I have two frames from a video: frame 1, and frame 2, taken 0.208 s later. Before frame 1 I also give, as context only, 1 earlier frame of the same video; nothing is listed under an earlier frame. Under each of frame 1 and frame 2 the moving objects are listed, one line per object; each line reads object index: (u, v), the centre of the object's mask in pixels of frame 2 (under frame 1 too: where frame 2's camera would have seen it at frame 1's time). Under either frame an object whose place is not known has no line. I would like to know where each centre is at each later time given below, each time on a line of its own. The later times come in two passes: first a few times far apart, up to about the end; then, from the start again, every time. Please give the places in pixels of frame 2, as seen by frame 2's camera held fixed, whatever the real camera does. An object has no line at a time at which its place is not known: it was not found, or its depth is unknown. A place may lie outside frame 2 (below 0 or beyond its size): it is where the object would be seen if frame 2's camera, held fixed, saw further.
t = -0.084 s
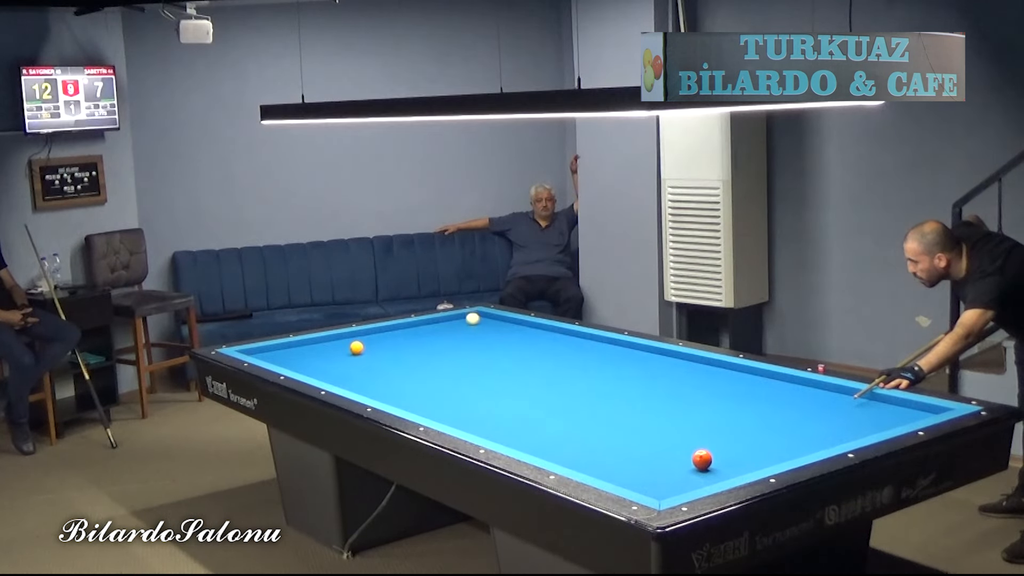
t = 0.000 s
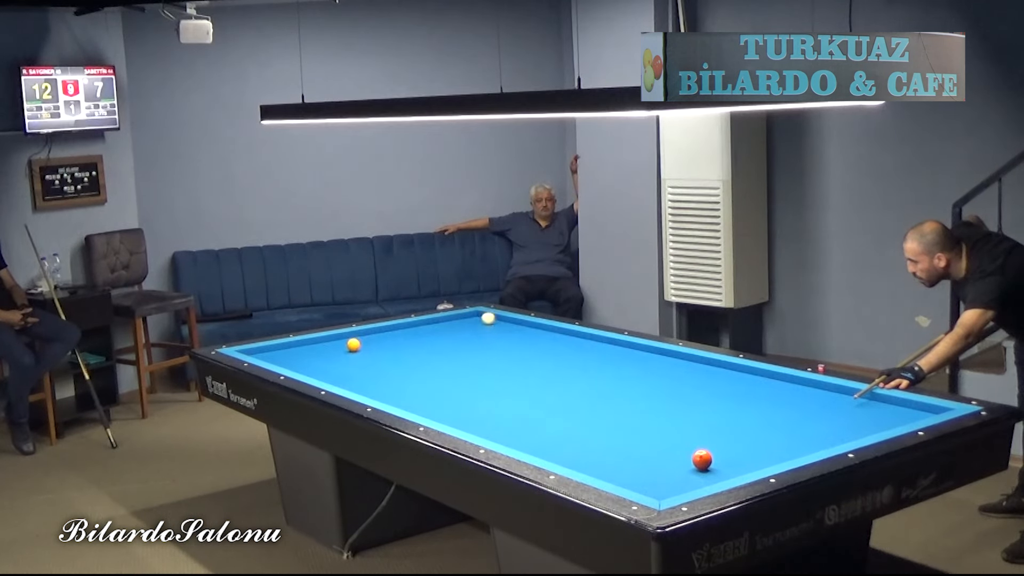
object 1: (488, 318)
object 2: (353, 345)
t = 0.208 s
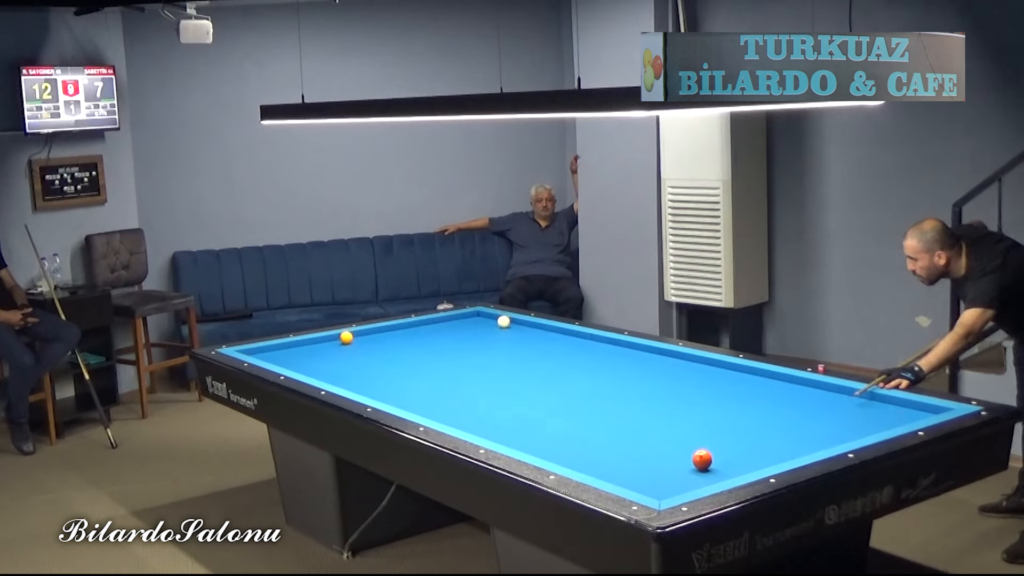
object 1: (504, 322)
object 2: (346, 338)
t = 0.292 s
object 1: (504, 325)
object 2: (344, 335)
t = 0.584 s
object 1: (507, 333)
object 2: (382, 335)
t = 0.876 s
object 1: (511, 343)
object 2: (420, 335)
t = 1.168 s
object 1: (513, 352)
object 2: (455, 336)
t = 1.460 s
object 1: (517, 363)
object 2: (492, 336)
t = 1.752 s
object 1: (521, 375)
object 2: (530, 336)
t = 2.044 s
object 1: (525, 387)
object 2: (564, 336)
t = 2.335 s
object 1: (529, 400)
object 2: (594, 337)
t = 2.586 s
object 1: (533, 412)
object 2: (598, 342)
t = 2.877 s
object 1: (537, 427)
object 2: (603, 347)
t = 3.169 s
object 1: (543, 443)
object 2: (608, 353)
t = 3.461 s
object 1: (551, 456)
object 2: (613, 358)
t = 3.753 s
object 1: (589, 464)
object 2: (619, 363)
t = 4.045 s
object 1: (626, 470)
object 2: (624, 369)
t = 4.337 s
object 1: (665, 475)
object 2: (629, 374)
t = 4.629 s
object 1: (705, 478)
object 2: (634, 380)
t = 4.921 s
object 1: (711, 475)
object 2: (639, 385)
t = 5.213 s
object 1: (704, 470)
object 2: (644, 391)
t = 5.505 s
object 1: (698, 466)
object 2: (649, 396)
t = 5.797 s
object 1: (692, 464)
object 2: (654, 402)
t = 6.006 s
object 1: (688, 463)
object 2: (657, 406)
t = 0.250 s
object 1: (504, 324)
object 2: (344, 335)
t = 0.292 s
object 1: (504, 325)
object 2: (344, 335)
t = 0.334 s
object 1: (505, 326)
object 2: (350, 334)
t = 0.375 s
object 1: (505, 327)
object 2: (356, 335)
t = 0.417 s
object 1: (506, 328)
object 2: (361, 335)
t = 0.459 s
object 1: (506, 329)
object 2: (366, 335)
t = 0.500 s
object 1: (507, 331)
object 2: (371, 335)
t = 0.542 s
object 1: (507, 332)
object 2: (377, 335)
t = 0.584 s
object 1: (507, 333)
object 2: (382, 335)
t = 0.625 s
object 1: (508, 334)
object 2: (387, 335)
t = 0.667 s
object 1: (508, 336)
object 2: (392, 335)
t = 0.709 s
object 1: (509, 337)
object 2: (399, 335)
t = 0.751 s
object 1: (509, 339)
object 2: (405, 335)
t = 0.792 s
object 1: (510, 340)
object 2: (409, 335)
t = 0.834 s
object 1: (510, 341)
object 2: (415, 335)
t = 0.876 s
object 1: (511, 343)
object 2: (420, 335)
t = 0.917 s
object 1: (511, 344)
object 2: (425, 335)
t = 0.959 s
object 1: (511, 345)
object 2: (430, 336)
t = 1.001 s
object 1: (512, 347)
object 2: (435, 336)
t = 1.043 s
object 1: (512, 348)
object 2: (440, 335)
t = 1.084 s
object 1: (513, 349)
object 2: (445, 335)
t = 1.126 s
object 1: (513, 351)
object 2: (450, 335)
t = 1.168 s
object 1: (513, 352)
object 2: (455, 336)
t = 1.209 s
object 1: (514, 354)
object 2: (462, 336)
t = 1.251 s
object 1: (515, 356)
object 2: (467, 336)
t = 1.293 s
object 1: (515, 357)
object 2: (472, 336)
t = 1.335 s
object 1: (516, 359)
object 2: (477, 336)
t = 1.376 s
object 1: (516, 360)
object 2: (482, 336)
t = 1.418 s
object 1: (517, 362)
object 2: (487, 336)
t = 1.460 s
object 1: (517, 363)
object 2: (492, 336)
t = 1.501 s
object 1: (518, 365)
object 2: (497, 336)
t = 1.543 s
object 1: (518, 366)
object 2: (502, 336)
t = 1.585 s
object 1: (519, 368)
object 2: (507, 336)
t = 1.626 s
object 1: (519, 369)
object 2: (512, 336)
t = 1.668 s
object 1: (520, 371)
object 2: (517, 336)
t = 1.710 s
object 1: (520, 373)
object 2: (525, 336)
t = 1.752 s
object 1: (521, 375)
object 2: (530, 336)
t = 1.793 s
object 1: (521, 377)
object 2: (535, 336)
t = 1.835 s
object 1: (522, 378)
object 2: (540, 336)
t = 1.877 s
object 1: (522, 380)
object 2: (544, 336)
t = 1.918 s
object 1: (523, 381)
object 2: (549, 336)
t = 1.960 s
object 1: (524, 383)
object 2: (554, 336)
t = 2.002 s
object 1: (524, 385)
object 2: (559, 336)
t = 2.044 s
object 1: (525, 387)
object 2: (564, 336)
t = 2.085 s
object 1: (525, 388)
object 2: (569, 336)
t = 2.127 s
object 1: (526, 390)
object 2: (574, 336)
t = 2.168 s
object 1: (526, 392)
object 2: (579, 336)
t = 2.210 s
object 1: (527, 395)
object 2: (586, 336)
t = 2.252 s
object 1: (528, 396)
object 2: (591, 336)
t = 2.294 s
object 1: (528, 398)
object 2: (593, 337)
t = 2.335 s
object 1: (529, 400)
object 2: (594, 337)
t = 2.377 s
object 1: (529, 402)
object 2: (594, 338)
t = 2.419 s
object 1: (530, 404)
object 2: (595, 339)
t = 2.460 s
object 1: (531, 406)
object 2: (596, 339)
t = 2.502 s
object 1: (531, 408)
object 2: (597, 340)
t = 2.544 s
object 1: (532, 409)
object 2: (597, 341)
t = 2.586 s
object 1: (533, 412)
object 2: (598, 342)
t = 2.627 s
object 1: (533, 413)
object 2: (599, 343)
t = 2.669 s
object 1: (534, 417)
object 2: (600, 344)
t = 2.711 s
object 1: (535, 419)
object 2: (600, 344)
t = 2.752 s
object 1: (535, 421)
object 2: (601, 345)
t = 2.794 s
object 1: (536, 423)
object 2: (602, 346)
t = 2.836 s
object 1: (537, 425)
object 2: (602, 346)
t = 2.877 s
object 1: (537, 427)
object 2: (603, 347)
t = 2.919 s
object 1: (538, 429)
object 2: (604, 348)
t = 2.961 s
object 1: (539, 431)
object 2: (604, 349)
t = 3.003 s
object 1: (539, 433)
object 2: (605, 349)
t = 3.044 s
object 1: (540, 436)
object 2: (606, 350)
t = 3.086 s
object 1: (541, 438)
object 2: (607, 351)
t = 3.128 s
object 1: (542, 440)
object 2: (607, 351)
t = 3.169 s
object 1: (543, 443)
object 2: (608, 353)
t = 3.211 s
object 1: (544, 446)
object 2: (609, 353)
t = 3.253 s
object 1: (545, 448)
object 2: (610, 354)
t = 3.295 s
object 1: (546, 450)
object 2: (610, 355)
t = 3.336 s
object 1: (547, 451)
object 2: (611, 355)
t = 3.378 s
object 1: (548, 453)
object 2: (612, 356)
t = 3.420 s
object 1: (549, 455)
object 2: (613, 357)
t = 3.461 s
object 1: (551, 456)
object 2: (613, 358)
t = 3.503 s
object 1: (556, 457)
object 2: (614, 359)
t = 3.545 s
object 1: (561, 459)
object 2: (615, 359)
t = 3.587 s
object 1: (566, 459)
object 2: (616, 360)
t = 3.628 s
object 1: (572, 461)
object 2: (616, 361)
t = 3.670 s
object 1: (579, 463)
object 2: (617, 362)
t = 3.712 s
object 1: (584, 463)
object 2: (618, 363)
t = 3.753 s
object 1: (589, 464)
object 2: (619, 363)
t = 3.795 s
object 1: (595, 465)
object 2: (619, 364)
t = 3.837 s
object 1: (600, 466)
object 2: (620, 365)
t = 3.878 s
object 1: (605, 467)
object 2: (621, 365)
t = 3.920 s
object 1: (610, 468)
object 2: (621, 366)
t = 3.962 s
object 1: (615, 468)
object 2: (622, 367)
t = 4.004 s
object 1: (620, 469)
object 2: (623, 368)
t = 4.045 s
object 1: (626, 470)
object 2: (624, 369)
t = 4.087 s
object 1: (631, 471)
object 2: (624, 369)
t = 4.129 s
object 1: (639, 471)
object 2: (625, 370)
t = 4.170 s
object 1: (645, 472)
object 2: (626, 371)
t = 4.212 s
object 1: (650, 473)
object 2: (627, 372)
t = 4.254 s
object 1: (655, 474)
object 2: (627, 373)
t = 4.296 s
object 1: (660, 474)
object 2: (628, 373)
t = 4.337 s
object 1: (665, 475)
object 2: (629, 374)
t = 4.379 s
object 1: (671, 475)
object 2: (630, 375)
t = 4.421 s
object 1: (676, 476)
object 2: (631, 376)
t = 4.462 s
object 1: (681, 477)
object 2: (631, 376)
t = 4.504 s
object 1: (687, 477)
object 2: (632, 377)
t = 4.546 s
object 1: (692, 478)
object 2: (632, 378)
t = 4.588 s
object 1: (697, 478)
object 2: (633, 379)
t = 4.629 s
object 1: (705, 478)
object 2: (634, 380)
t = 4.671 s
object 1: (710, 478)
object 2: (635, 381)
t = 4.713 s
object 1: (715, 477)
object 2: (636, 381)
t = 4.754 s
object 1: (715, 477)
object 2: (636, 382)
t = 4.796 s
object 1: (714, 477)
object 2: (637, 383)
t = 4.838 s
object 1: (713, 476)
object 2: (638, 384)
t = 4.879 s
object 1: (712, 476)
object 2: (638, 384)
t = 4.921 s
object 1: (711, 475)
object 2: (639, 385)
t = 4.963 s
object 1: (710, 475)
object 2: (640, 386)
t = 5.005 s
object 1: (709, 475)
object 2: (640, 387)
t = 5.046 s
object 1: (708, 474)
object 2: (641, 387)
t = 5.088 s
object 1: (708, 473)
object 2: (642, 388)
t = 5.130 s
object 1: (706, 472)
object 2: (643, 389)
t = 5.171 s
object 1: (705, 471)
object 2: (643, 390)
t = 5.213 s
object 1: (704, 470)
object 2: (644, 391)
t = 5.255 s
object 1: (703, 469)
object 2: (645, 392)
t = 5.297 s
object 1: (702, 468)
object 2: (645, 392)
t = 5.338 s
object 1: (702, 467)
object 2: (646, 393)
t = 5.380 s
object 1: (701, 466)
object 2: (647, 394)
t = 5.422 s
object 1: (700, 466)
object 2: (647, 395)
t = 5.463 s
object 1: (699, 466)
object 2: (648, 396)
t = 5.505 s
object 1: (698, 466)
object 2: (649, 396)
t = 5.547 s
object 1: (698, 465)
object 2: (649, 397)
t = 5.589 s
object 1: (696, 465)
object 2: (650, 398)
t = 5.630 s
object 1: (695, 465)
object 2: (651, 399)
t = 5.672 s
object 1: (694, 465)
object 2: (652, 400)
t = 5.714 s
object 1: (694, 464)
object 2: (653, 400)
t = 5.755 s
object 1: (693, 464)
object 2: (653, 401)
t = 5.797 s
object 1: (692, 464)
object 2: (654, 402)
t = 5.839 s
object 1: (691, 464)
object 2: (655, 403)
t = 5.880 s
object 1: (691, 464)
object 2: (655, 404)
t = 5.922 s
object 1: (689, 464)
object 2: (656, 404)
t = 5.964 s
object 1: (689, 464)
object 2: (657, 405)
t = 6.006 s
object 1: (688, 463)
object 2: (657, 406)
